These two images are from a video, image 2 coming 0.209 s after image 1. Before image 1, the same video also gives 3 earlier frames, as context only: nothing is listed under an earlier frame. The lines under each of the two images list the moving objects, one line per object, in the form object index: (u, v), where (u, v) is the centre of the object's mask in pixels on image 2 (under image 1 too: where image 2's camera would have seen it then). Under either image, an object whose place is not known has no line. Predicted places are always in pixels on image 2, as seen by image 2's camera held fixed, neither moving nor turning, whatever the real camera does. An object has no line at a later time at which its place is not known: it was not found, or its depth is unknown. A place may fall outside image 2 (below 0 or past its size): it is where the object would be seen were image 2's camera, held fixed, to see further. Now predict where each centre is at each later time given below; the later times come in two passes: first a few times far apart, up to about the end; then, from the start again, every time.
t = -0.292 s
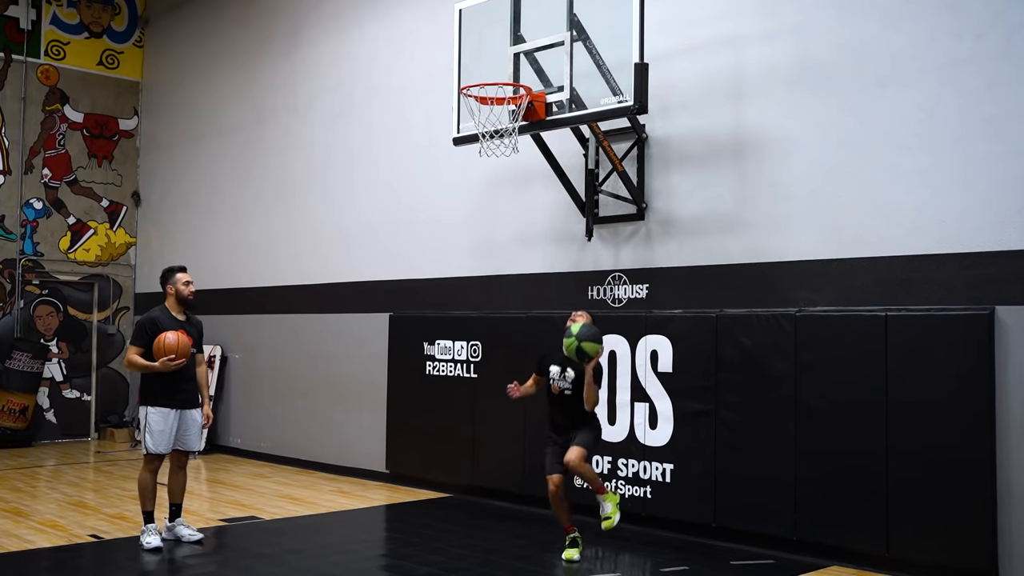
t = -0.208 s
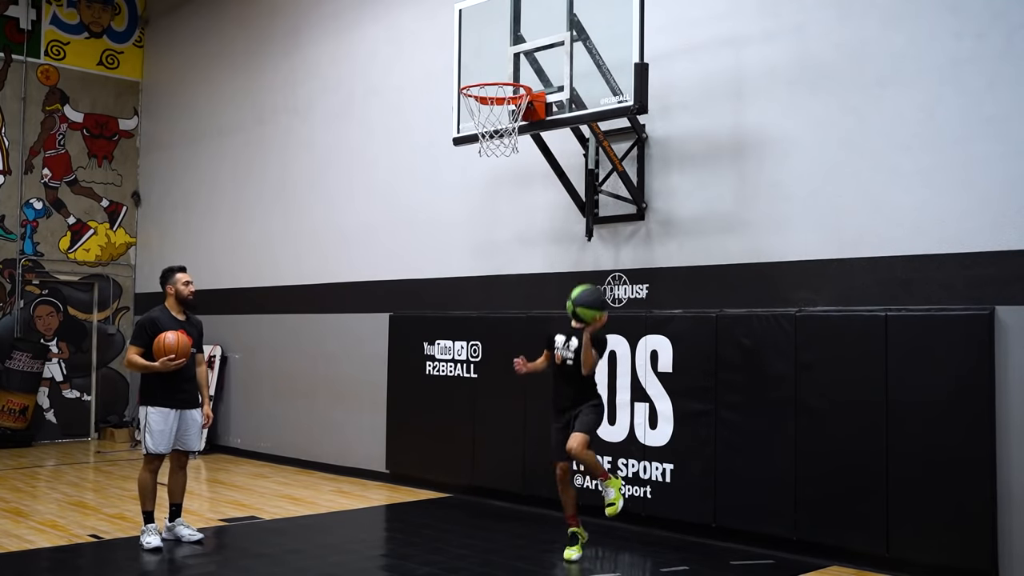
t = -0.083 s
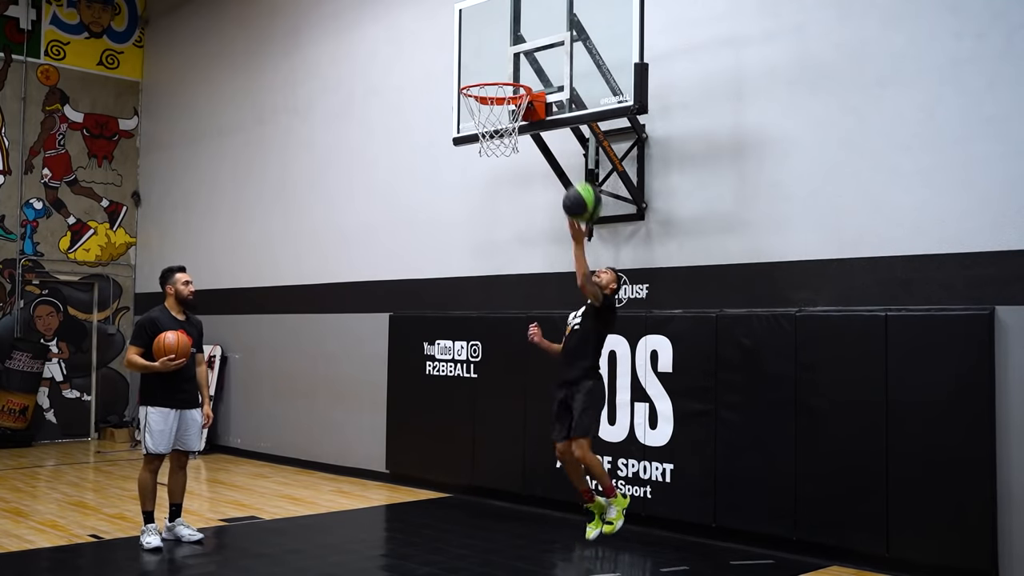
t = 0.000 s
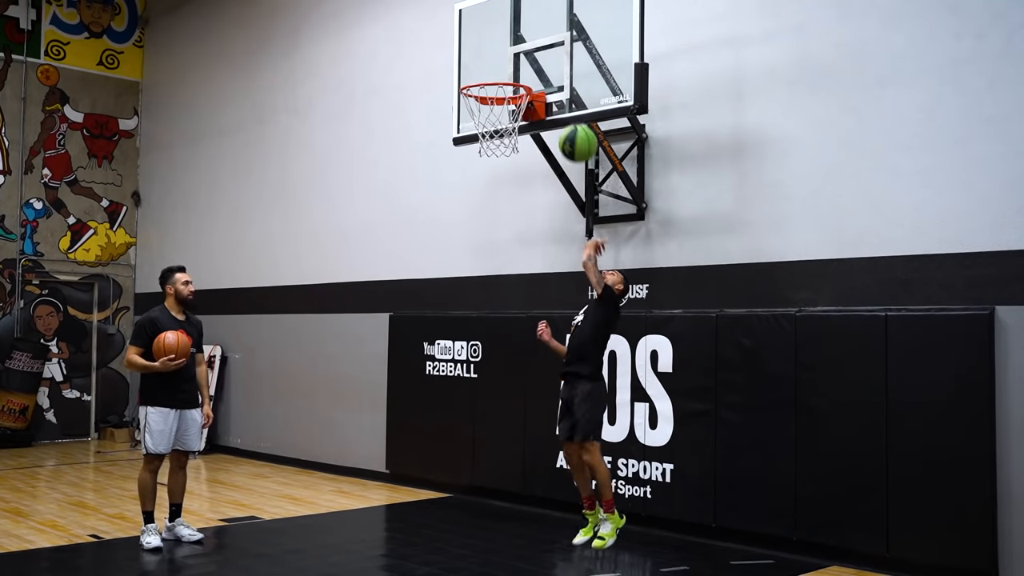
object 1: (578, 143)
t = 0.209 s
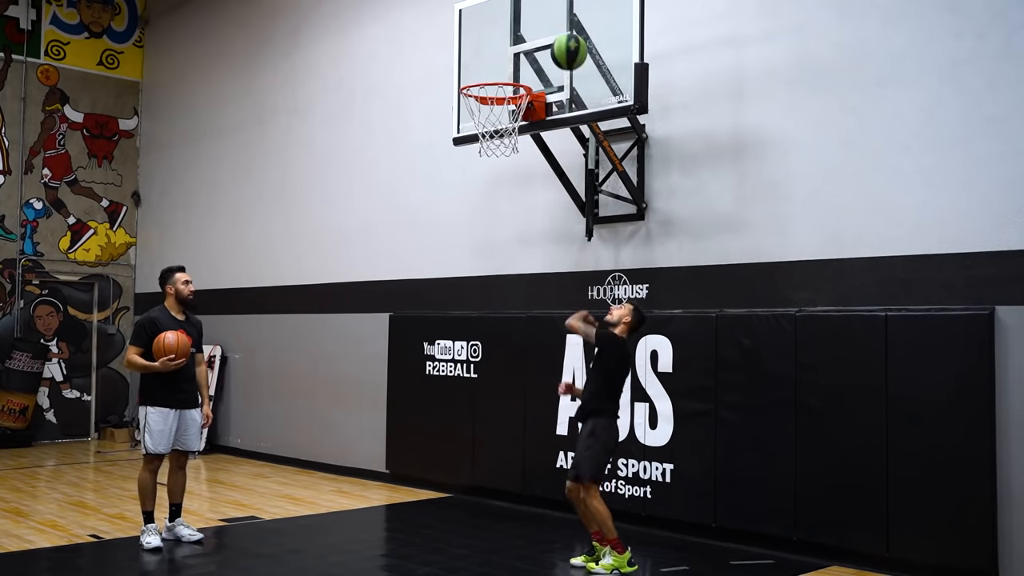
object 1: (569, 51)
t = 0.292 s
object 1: (565, 34)
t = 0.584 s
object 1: (488, 75)
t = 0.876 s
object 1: (503, 51)
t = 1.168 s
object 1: (532, 106)
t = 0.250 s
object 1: (566, 40)
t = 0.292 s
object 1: (565, 34)
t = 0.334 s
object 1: (559, 29)
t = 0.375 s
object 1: (549, 30)
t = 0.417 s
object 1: (535, 35)
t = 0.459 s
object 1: (525, 40)
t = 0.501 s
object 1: (512, 50)
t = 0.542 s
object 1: (502, 60)
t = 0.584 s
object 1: (488, 75)
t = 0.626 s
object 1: (482, 82)
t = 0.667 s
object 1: (485, 71)
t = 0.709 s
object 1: (487, 70)
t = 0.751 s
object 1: (491, 66)
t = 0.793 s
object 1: (494, 60)
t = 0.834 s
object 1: (499, 54)
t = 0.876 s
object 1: (503, 51)
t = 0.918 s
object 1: (508, 51)
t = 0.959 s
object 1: (511, 52)
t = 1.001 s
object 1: (516, 58)
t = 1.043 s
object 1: (519, 64)
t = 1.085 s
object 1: (525, 77)
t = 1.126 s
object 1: (528, 87)
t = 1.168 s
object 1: (532, 106)
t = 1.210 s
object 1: (536, 121)
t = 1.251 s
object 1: (541, 148)
